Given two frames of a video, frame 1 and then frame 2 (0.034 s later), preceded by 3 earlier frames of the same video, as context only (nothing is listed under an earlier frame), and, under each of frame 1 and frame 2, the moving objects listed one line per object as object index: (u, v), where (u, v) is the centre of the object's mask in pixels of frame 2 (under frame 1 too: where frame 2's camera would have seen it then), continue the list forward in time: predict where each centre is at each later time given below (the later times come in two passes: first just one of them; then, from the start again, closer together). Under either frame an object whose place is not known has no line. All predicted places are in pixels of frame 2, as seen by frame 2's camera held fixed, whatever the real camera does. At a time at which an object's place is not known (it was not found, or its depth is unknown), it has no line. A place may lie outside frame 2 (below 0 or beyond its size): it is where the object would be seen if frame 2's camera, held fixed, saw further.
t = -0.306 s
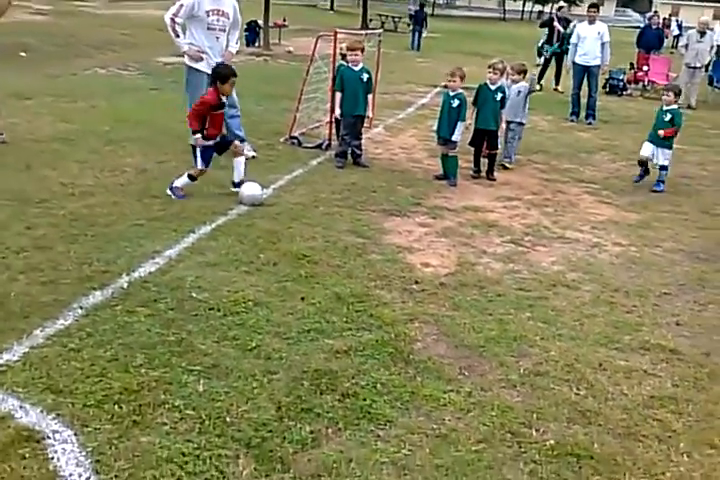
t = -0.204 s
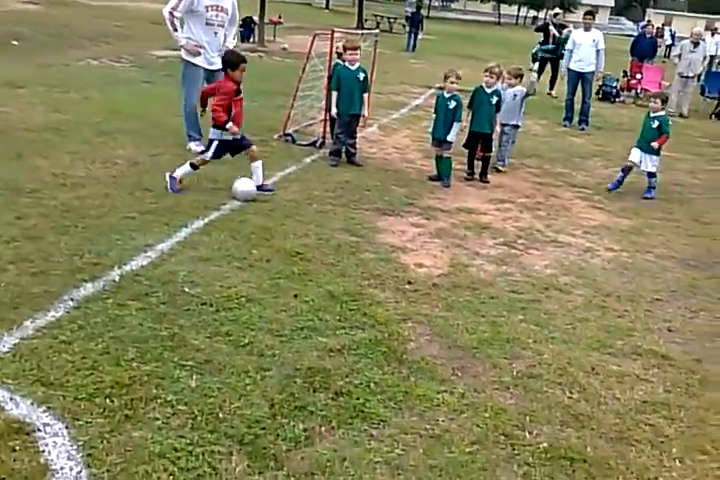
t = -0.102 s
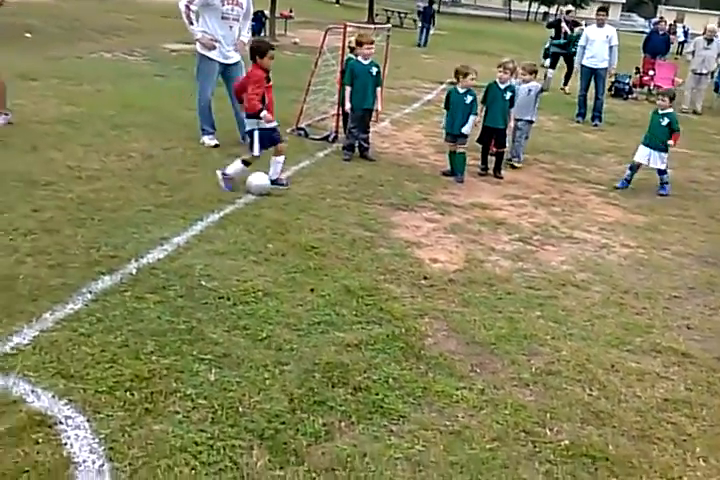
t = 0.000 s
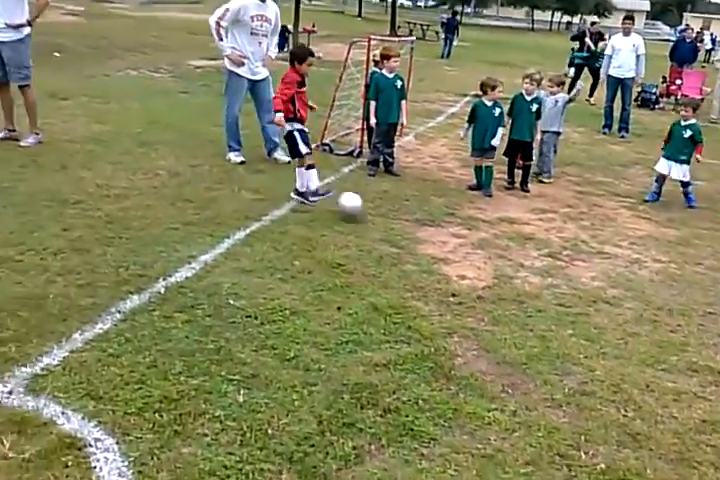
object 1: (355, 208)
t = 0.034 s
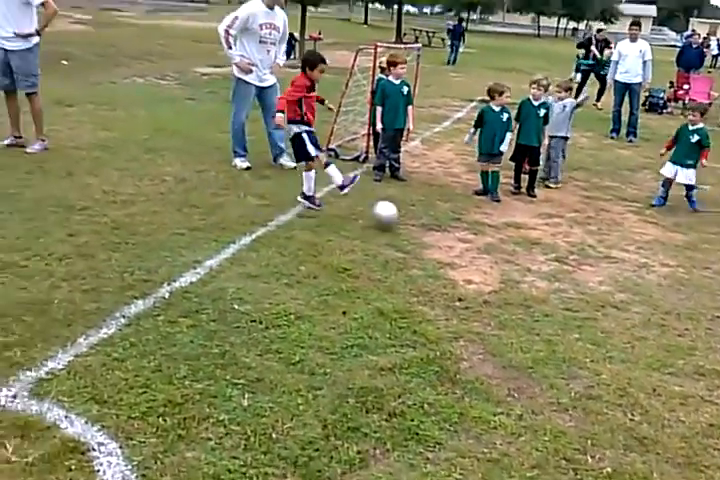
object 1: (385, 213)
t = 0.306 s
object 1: (594, 229)
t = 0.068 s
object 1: (414, 217)
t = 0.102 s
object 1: (443, 226)
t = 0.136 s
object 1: (470, 230)
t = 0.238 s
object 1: (545, 225)
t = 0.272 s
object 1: (569, 226)
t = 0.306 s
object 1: (594, 229)
